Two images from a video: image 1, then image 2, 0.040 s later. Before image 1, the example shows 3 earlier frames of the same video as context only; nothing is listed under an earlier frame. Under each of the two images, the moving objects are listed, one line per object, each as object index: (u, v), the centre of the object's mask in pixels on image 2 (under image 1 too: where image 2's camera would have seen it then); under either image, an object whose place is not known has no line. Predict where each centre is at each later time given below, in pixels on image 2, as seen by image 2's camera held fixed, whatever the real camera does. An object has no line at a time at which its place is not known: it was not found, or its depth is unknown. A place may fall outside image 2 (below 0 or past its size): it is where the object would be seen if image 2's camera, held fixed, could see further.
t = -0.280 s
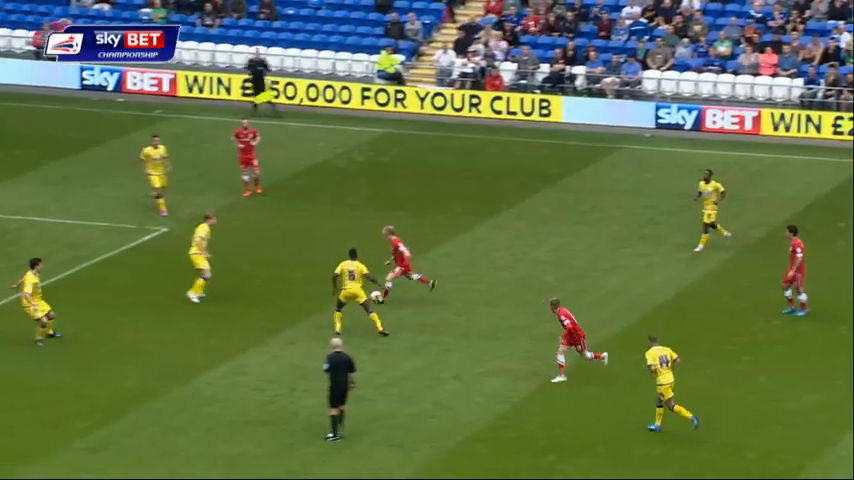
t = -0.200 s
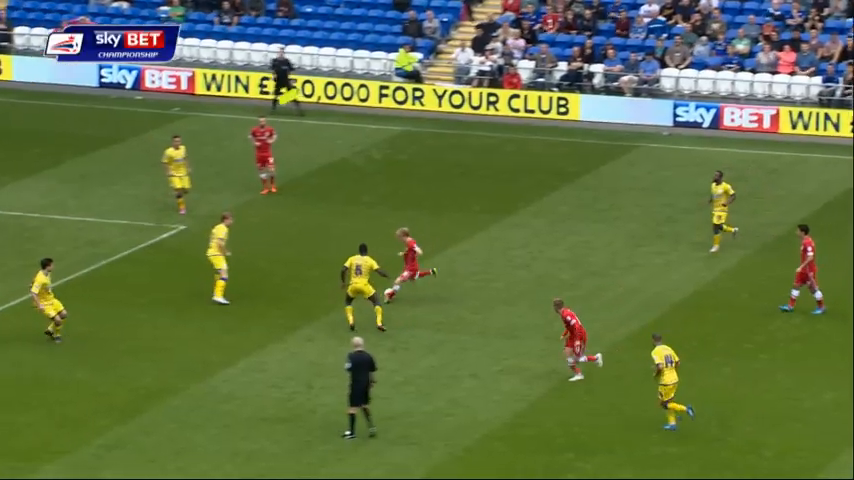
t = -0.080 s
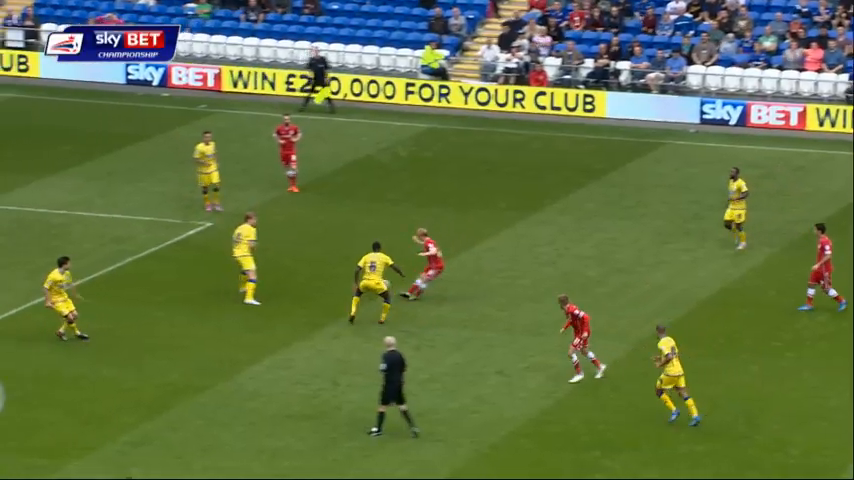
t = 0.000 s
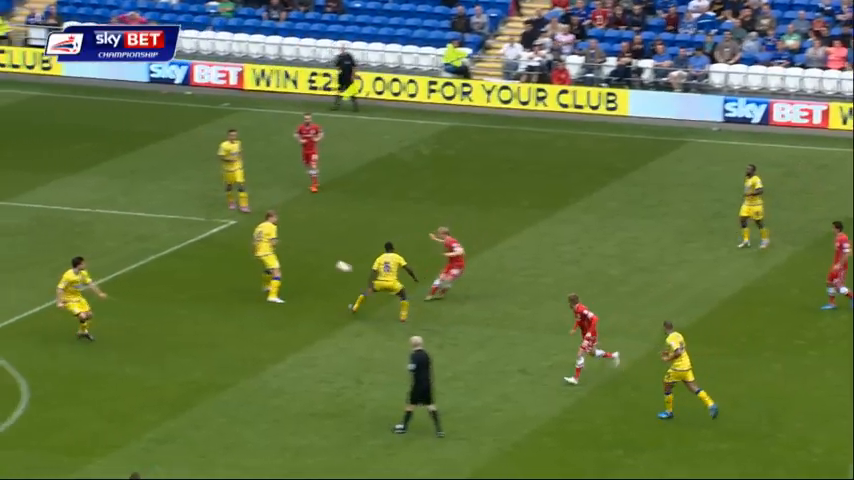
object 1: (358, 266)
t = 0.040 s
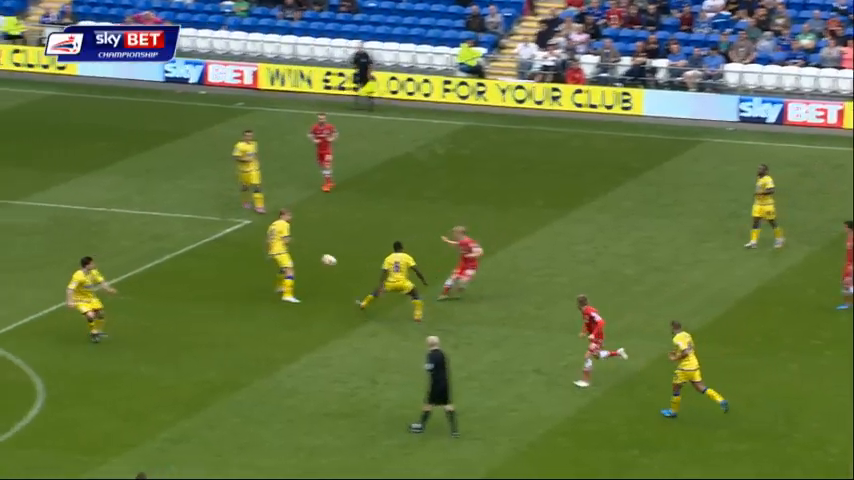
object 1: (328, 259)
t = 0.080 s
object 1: (300, 253)
